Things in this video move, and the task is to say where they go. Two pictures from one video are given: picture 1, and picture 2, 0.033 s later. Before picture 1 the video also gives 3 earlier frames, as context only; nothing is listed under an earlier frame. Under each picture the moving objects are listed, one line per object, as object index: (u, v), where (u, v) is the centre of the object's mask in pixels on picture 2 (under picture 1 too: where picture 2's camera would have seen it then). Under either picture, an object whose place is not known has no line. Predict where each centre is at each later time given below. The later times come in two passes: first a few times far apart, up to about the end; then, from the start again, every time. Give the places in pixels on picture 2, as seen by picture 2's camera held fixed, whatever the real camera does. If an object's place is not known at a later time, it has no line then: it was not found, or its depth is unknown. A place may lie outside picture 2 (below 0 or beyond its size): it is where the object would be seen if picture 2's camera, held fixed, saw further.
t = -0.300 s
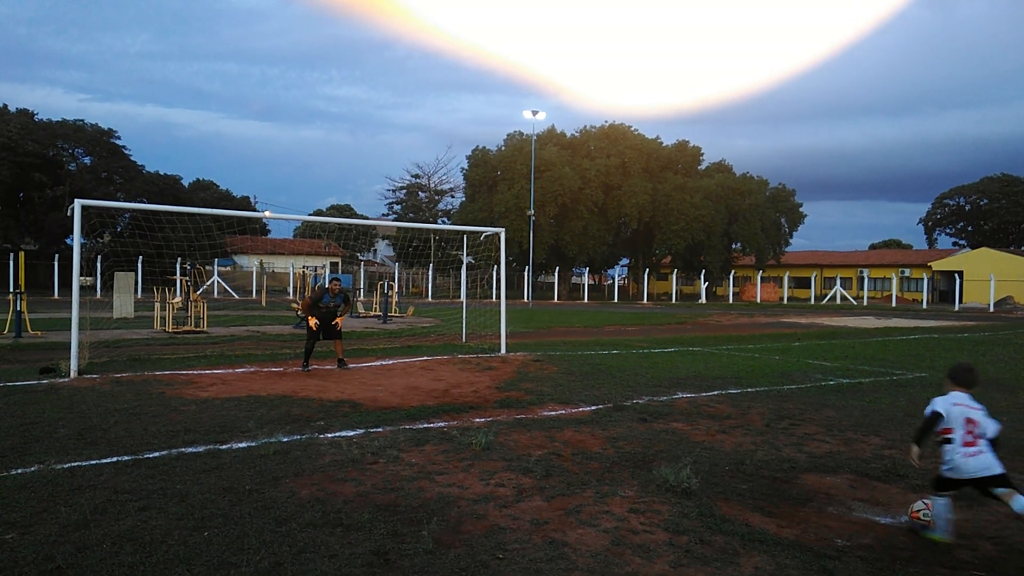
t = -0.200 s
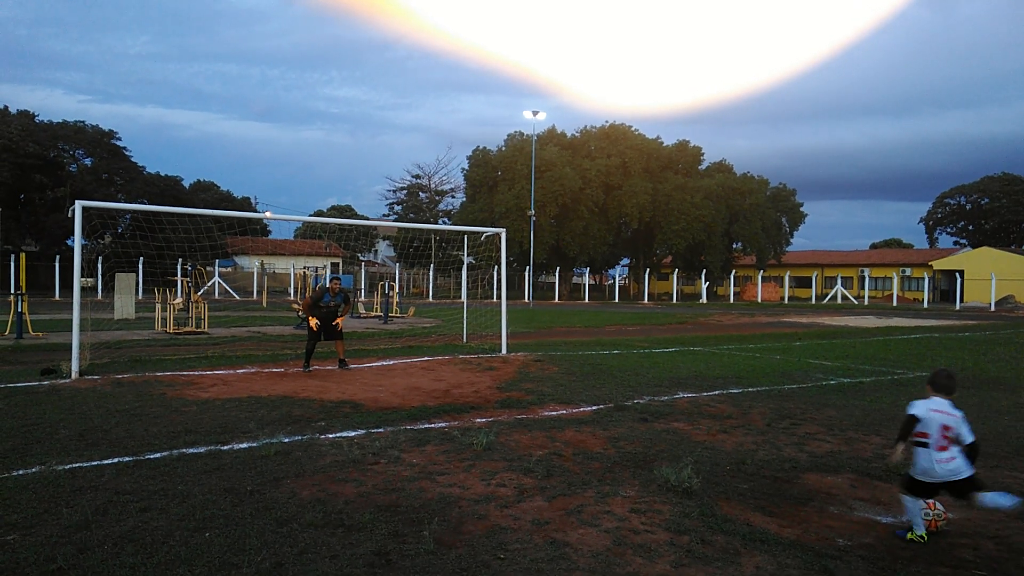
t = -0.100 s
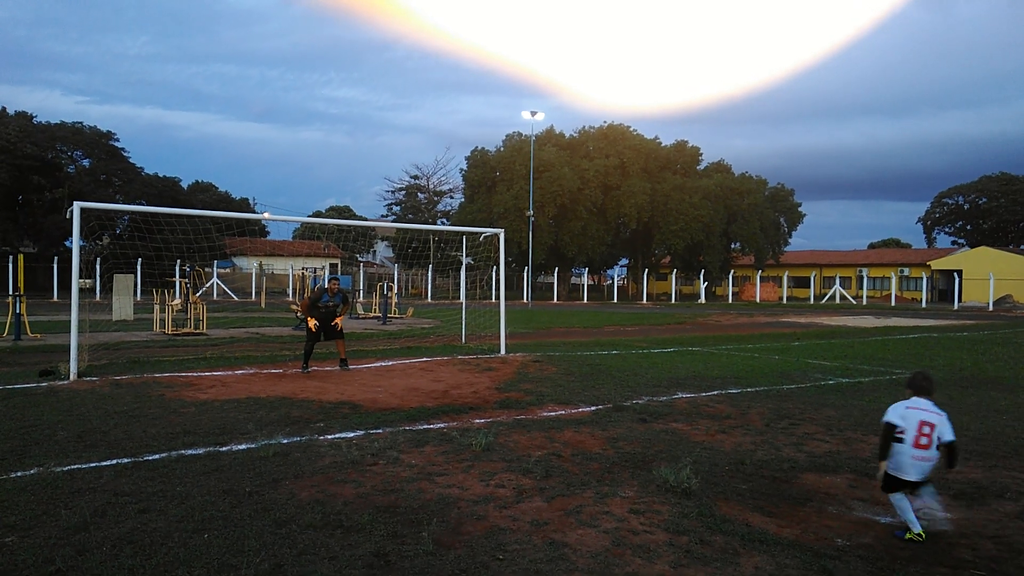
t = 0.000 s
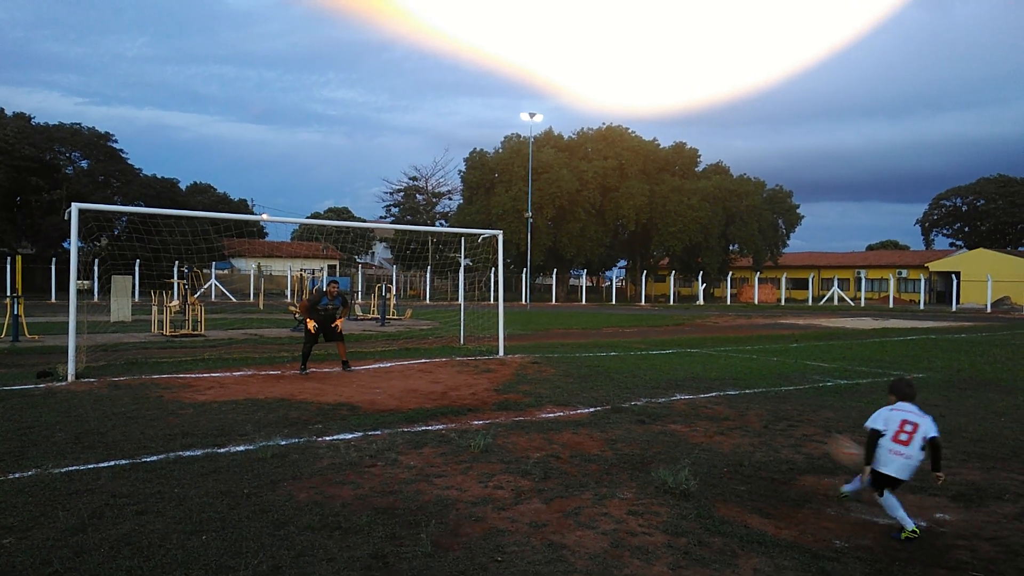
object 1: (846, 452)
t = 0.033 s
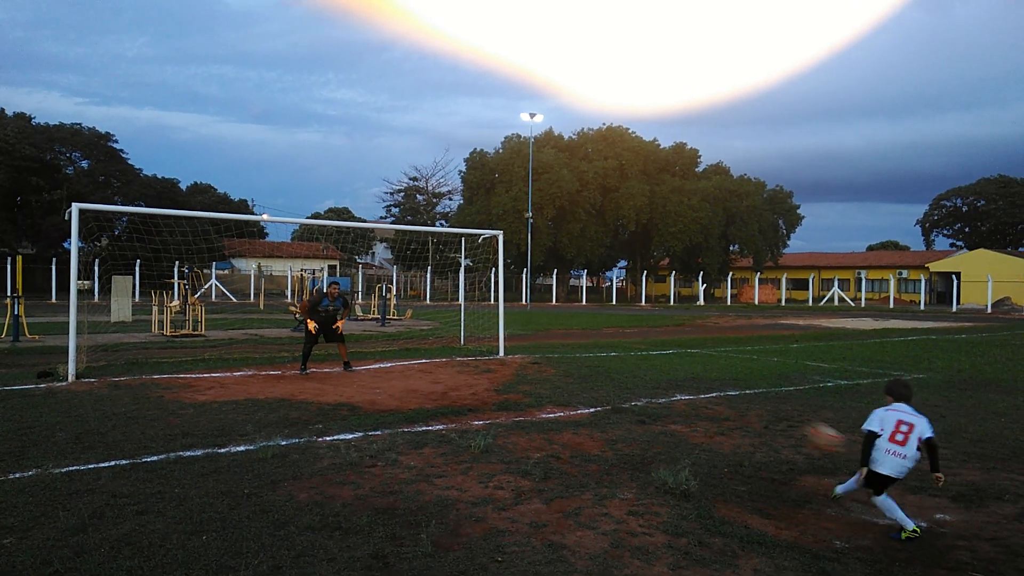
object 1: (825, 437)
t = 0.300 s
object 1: (699, 386)
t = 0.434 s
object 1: (656, 391)
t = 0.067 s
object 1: (805, 424)
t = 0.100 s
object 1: (786, 414)
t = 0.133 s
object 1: (770, 406)
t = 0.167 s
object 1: (754, 399)
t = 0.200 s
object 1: (740, 394)
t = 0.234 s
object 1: (724, 390)
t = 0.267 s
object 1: (711, 387)
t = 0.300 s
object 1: (699, 386)
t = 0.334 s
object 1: (687, 386)
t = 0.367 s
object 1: (676, 386)
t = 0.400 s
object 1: (666, 388)
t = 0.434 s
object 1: (656, 391)
